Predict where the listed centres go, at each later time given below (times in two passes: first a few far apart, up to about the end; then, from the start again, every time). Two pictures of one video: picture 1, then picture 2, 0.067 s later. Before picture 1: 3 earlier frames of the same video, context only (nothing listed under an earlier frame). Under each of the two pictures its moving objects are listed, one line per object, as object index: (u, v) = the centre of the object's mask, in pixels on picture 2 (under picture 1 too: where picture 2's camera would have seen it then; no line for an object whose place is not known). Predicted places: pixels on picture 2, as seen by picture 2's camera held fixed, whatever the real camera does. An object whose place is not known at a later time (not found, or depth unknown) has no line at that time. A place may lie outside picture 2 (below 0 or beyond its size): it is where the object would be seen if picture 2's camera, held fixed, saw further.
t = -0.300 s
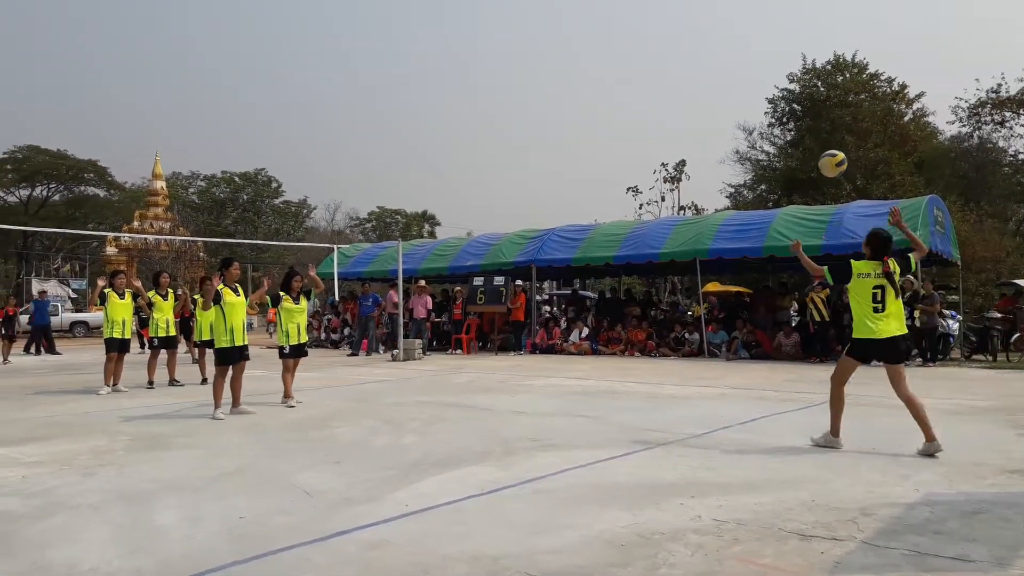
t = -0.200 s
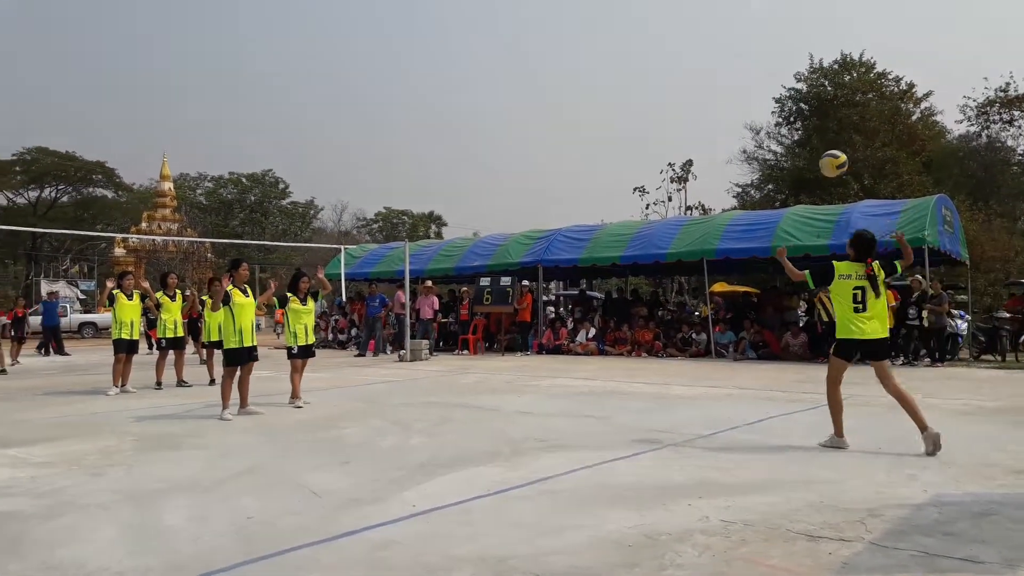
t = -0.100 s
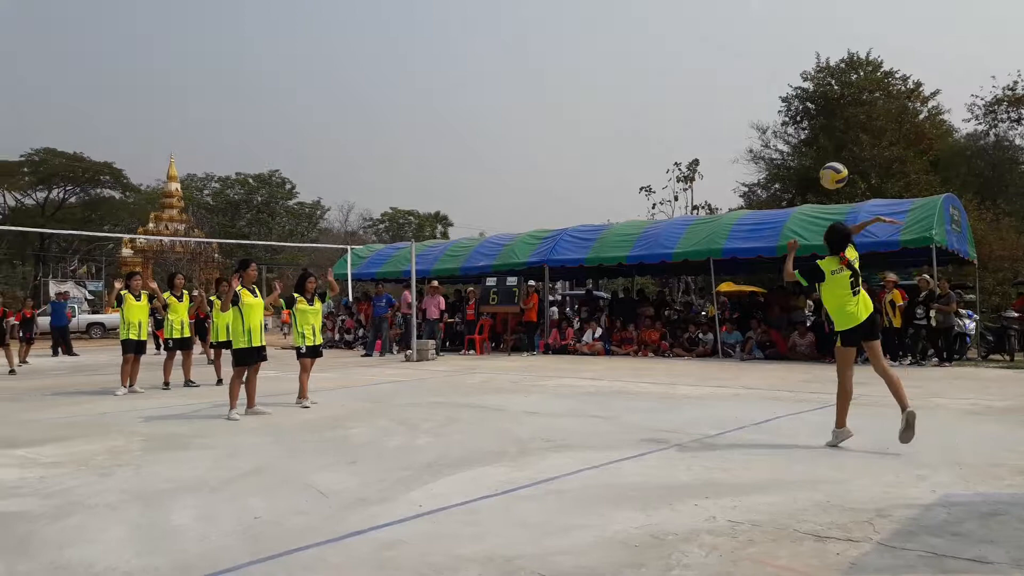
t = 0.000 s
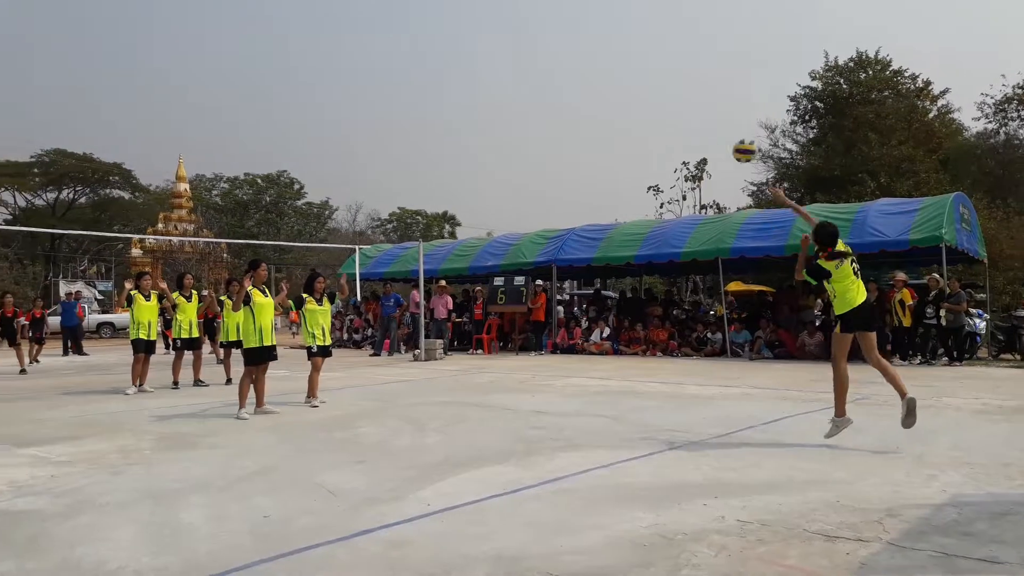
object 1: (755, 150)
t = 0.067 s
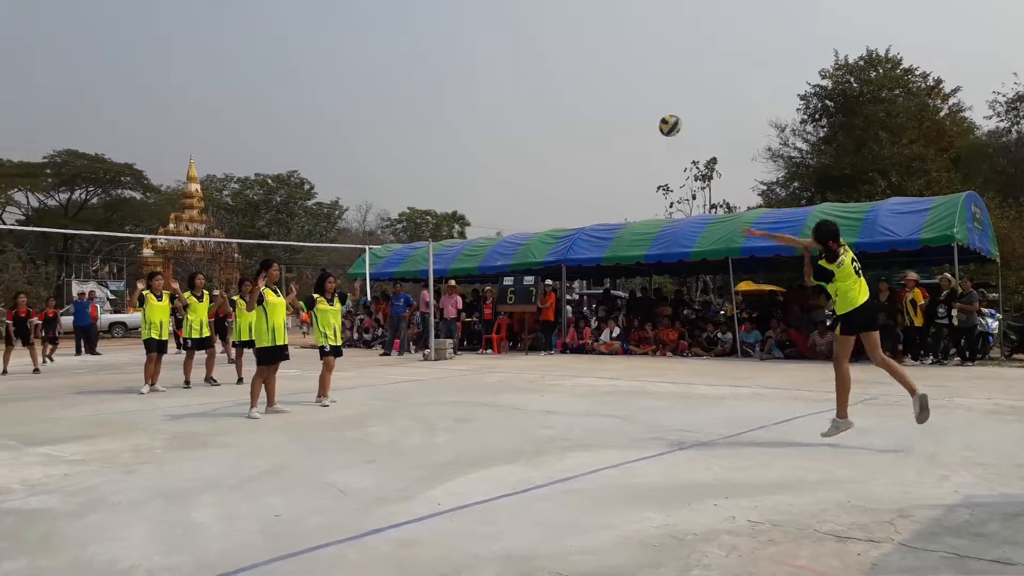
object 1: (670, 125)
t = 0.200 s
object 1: (536, 96)
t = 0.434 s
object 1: (375, 89)
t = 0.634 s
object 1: (283, 110)
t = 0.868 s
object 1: (201, 154)
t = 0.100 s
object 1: (632, 116)
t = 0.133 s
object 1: (597, 108)
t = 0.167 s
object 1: (565, 101)
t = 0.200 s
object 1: (536, 96)
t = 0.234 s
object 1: (509, 92)
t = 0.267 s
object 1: (482, 89)
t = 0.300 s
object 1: (459, 87)
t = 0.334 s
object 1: (436, 87)
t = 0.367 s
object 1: (414, 86)
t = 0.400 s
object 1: (395, 87)
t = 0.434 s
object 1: (375, 89)
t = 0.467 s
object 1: (357, 91)
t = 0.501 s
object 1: (340, 94)
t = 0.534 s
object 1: (325, 97)
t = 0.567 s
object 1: (311, 101)
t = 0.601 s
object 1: (296, 105)
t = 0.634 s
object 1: (283, 110)
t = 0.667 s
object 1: (269, 115)
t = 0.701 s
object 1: (257, 121)
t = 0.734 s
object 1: (244, 126)
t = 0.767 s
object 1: (233, 133)
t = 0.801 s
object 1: (222, 141)
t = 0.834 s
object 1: (211, 146)
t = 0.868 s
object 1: (201, 154)
